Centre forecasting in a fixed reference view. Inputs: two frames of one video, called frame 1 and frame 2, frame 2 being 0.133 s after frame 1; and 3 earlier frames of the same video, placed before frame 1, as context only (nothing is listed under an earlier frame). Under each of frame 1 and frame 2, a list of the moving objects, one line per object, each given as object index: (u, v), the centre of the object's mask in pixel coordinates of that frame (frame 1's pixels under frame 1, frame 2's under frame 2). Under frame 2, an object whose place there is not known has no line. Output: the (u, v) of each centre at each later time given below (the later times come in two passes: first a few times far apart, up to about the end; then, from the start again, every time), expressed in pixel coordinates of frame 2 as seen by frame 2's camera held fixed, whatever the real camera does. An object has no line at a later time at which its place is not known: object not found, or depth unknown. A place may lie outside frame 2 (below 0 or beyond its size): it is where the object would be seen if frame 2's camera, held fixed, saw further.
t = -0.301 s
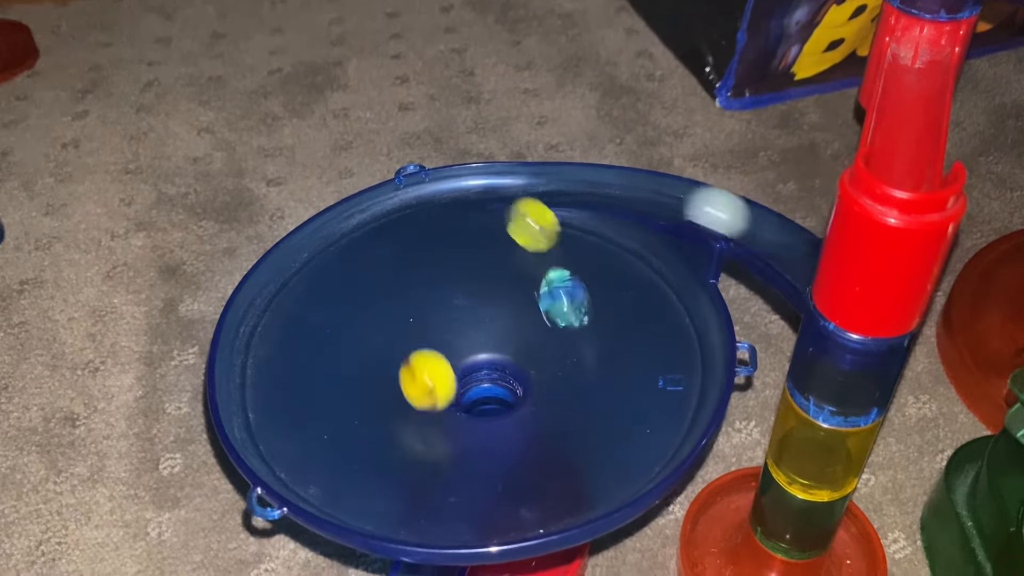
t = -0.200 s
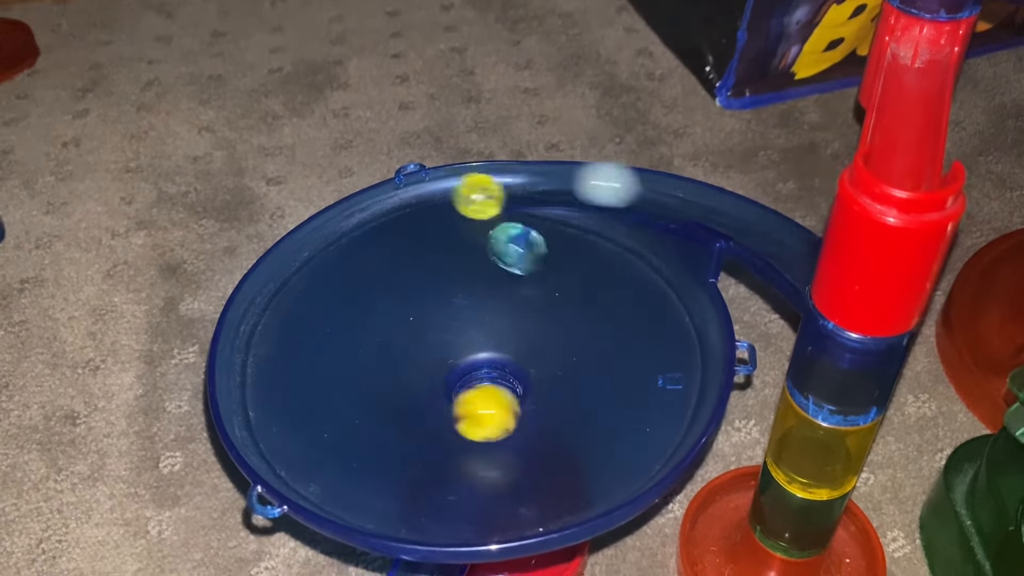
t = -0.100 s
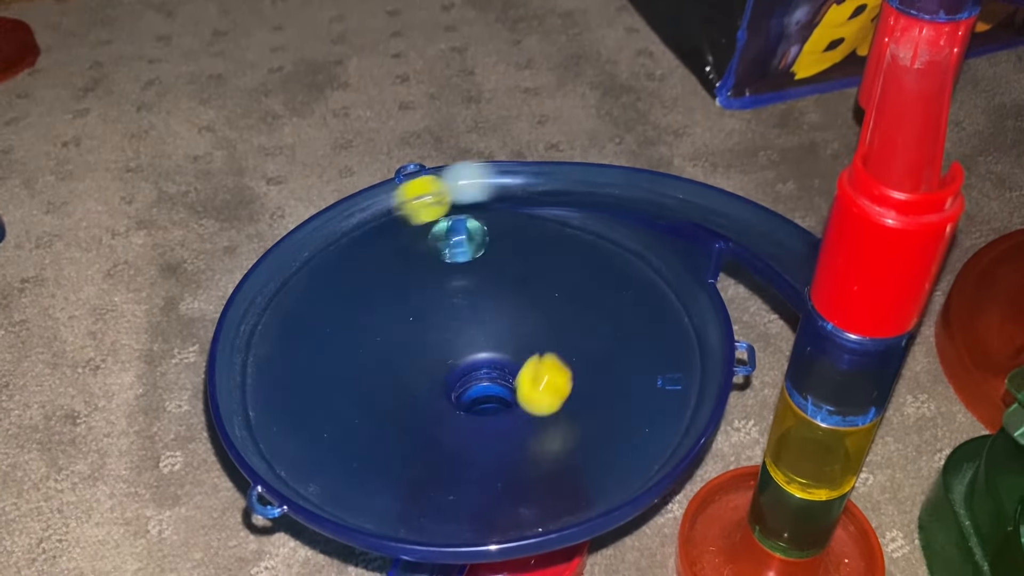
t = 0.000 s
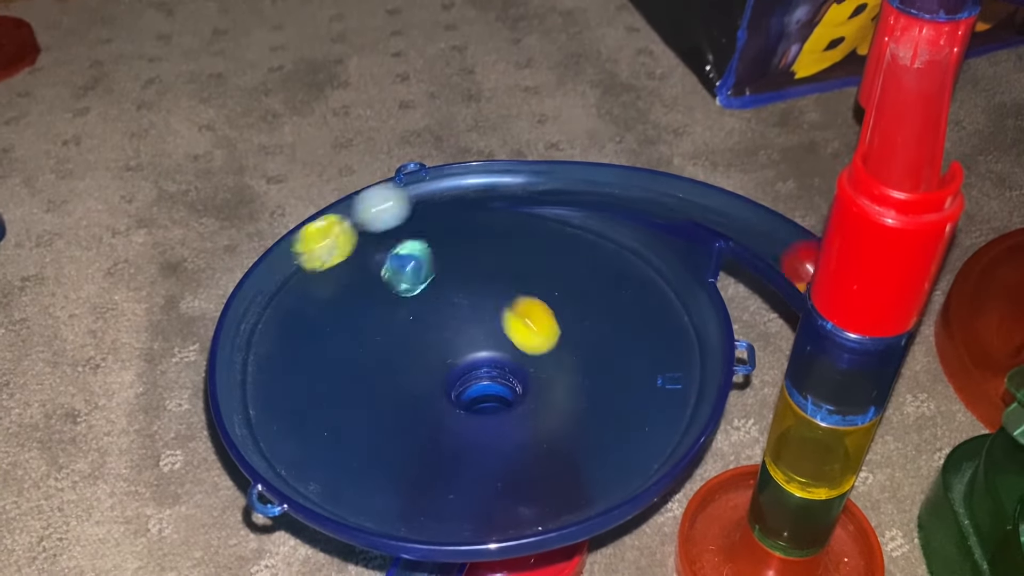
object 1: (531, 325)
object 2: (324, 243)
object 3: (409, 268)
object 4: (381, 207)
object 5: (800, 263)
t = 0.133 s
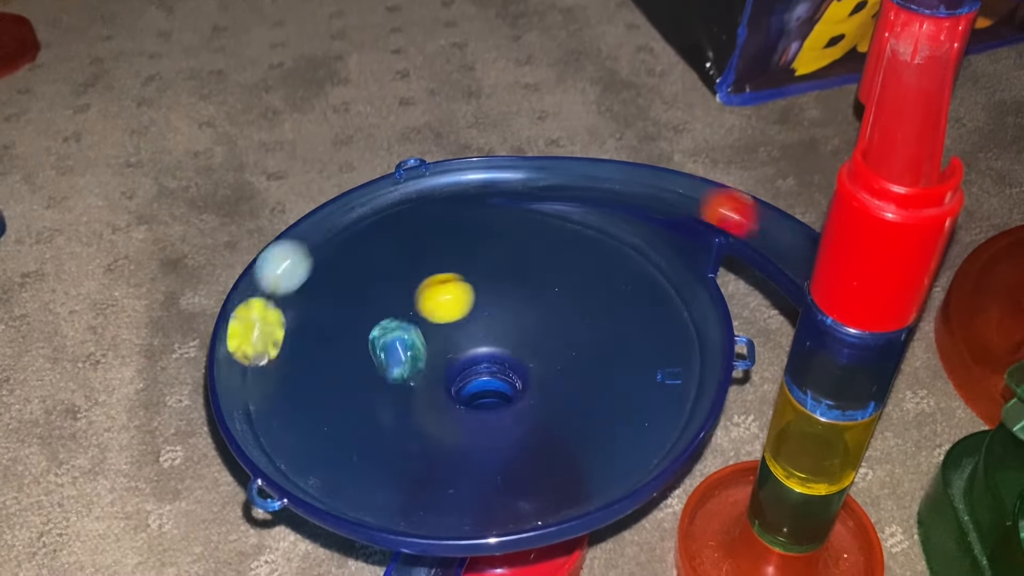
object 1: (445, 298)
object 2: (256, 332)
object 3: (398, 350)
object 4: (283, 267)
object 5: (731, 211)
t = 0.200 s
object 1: (414, 318)
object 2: (257, 385)
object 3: (443, 398)
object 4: (257, 312)
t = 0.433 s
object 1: (528, 379)
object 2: (450, 485)
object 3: (602, 336)
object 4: (333, 454)
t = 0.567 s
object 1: (540, 326)
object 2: (597, 412)
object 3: (547, 268)
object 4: (488, 452)
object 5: (248, 330)
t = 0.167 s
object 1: (427, 306)
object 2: (254, 358)
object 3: (419, 379)
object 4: (268, 288)
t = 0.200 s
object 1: (414, 318)
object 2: (257, 385)
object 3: (443, 398)
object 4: (257, 312)
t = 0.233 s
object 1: (408, 332)
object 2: (267, 411)
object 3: (478, 409)
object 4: (252, 335)
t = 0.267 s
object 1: (410, 350)
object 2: (283, 434)
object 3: (510, 411)
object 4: (250, 360)
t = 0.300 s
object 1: (421, 368)
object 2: (306, 455)
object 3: (545, 402)
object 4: (255, 383)
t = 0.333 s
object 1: (442, 383)
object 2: (335, 471)
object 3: (572, 392)
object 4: (266, 404)
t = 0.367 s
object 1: (470, 392)
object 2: (370, 482)
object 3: (588, 376)
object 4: (283, 424)
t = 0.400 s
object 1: (501, 390)
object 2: (408, 487)
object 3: (600, 355)
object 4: (305, 441)
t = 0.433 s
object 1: (528, 379)
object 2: (450, 485)
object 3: (602, 336)
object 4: (333, 454)
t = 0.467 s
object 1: (546, 362)
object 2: (492, 477)
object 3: (595, 319)
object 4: (367, 462)
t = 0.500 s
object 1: (554, 344)
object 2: (531, 461)
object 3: (581, 299)
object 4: (406, 465)
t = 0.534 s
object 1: (551, 334)
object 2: (568, 439)
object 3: (568, 284)
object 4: (447, 462)
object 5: (263, 293)
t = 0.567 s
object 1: (540, 326)
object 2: (597, 412)
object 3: (547, 268)
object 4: (488, 452)
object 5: (248, 330)
